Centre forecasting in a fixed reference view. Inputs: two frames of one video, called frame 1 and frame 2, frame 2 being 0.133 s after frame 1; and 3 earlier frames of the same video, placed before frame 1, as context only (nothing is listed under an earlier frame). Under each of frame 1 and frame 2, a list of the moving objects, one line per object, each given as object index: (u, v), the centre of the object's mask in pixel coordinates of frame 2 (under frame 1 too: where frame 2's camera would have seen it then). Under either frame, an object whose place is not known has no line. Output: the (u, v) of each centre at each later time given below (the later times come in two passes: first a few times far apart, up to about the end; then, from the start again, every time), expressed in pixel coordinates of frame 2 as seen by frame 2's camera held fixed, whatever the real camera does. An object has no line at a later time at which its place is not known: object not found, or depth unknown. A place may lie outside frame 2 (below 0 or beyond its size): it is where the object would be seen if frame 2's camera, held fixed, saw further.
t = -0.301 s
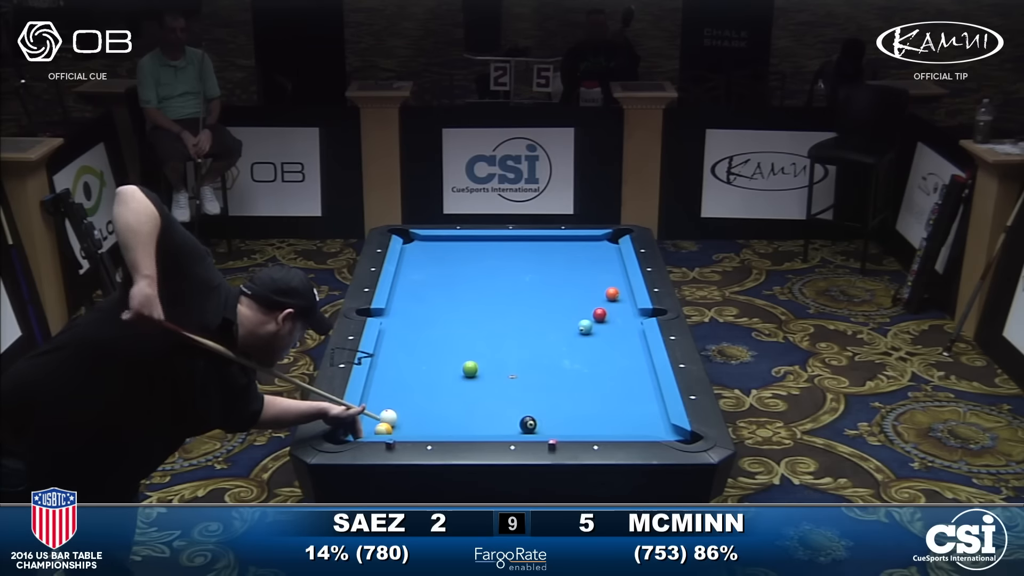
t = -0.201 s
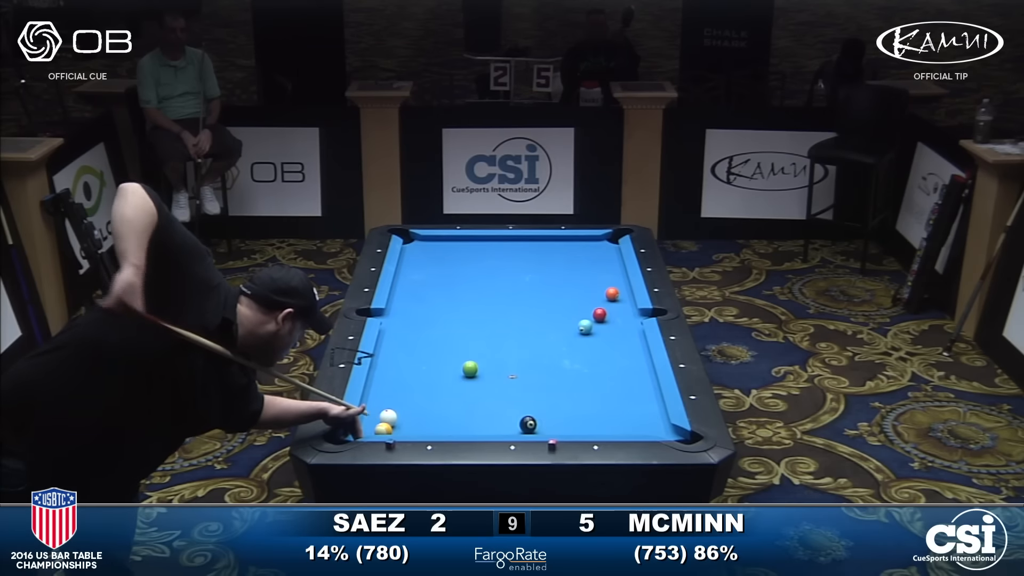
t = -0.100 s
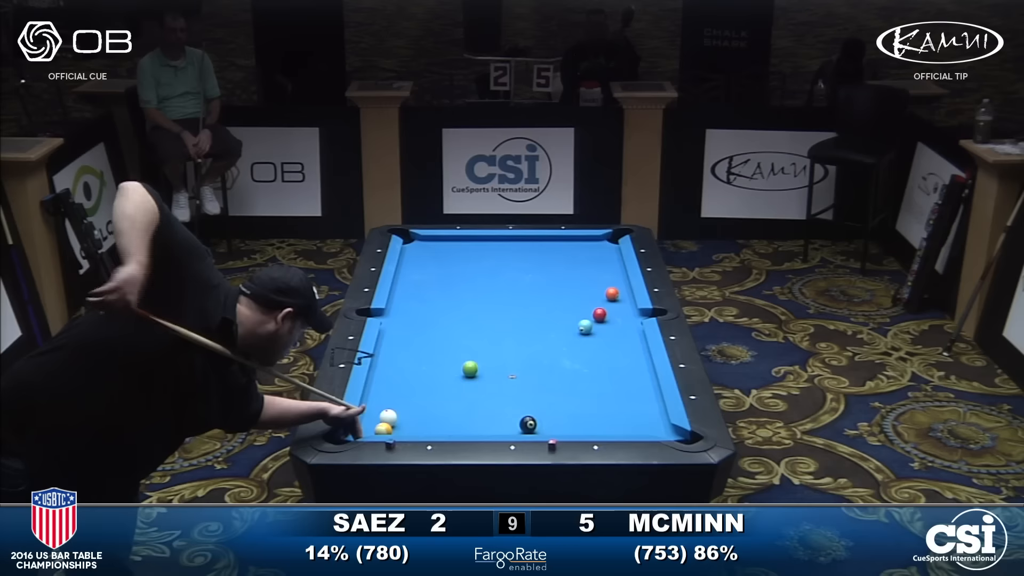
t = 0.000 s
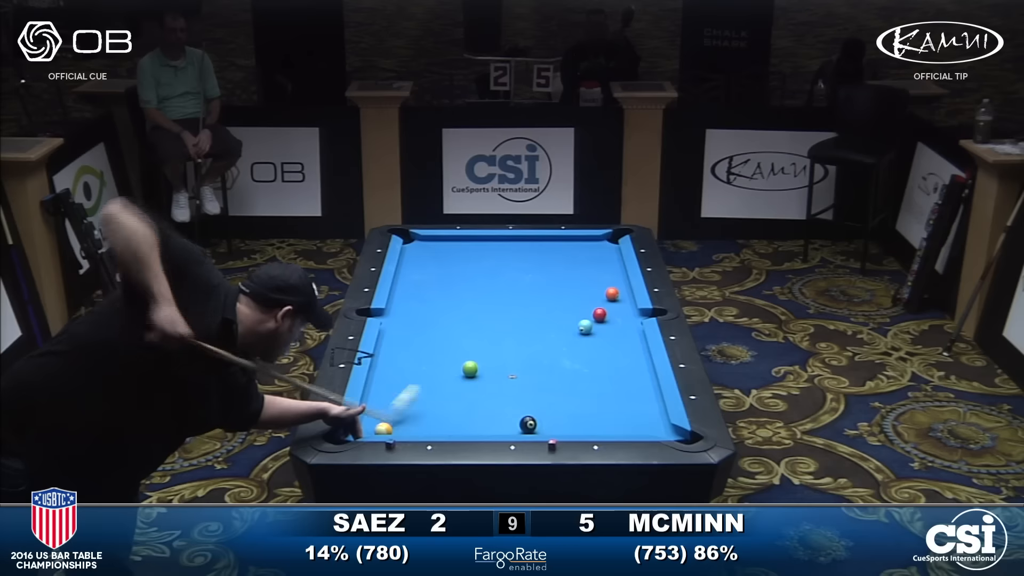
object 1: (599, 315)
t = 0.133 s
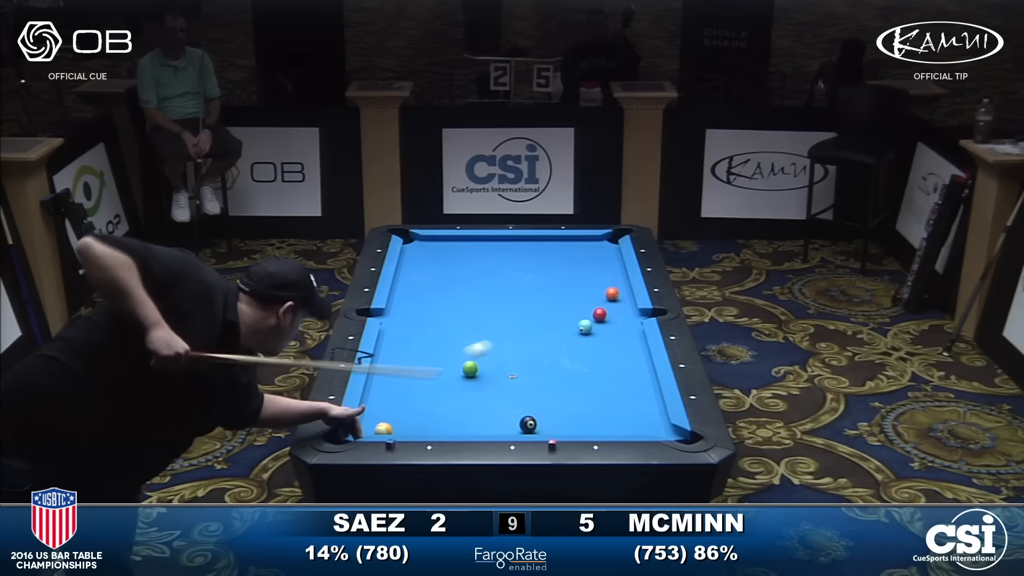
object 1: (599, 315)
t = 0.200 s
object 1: (599, 315)
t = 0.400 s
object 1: (604, 314)
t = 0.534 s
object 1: (636, 315)
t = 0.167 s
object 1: (599, 315)
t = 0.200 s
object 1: (599, 315)
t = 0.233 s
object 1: (599, 315)
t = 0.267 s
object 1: (599, 315)
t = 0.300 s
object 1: (599, 315)
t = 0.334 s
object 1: (599, 315)
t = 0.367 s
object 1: (599, 315)
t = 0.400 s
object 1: (604, 314)
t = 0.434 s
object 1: (613, 315)
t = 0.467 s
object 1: (621, 315)
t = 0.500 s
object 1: (629, 315)
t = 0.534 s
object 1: (636, 315)
